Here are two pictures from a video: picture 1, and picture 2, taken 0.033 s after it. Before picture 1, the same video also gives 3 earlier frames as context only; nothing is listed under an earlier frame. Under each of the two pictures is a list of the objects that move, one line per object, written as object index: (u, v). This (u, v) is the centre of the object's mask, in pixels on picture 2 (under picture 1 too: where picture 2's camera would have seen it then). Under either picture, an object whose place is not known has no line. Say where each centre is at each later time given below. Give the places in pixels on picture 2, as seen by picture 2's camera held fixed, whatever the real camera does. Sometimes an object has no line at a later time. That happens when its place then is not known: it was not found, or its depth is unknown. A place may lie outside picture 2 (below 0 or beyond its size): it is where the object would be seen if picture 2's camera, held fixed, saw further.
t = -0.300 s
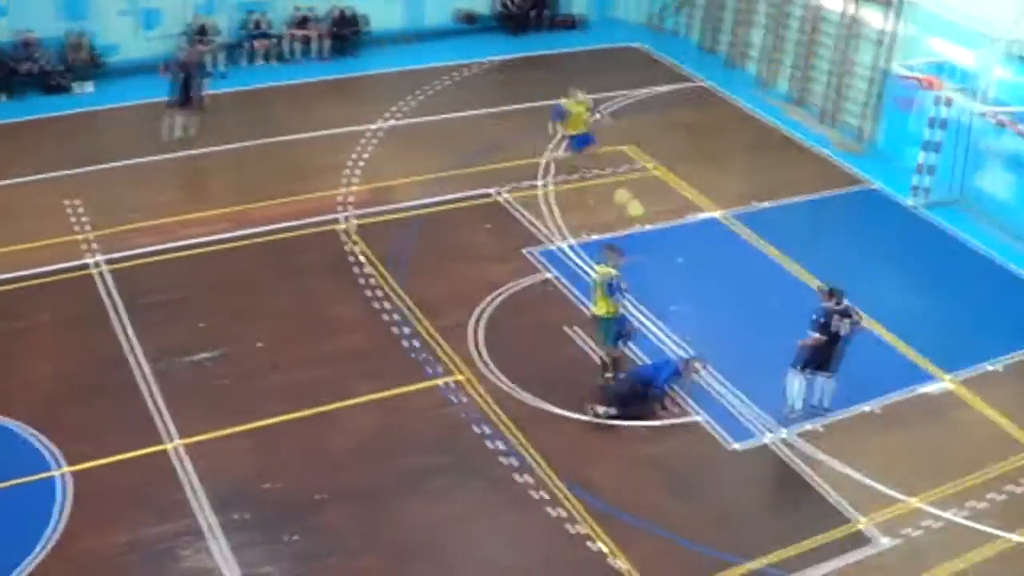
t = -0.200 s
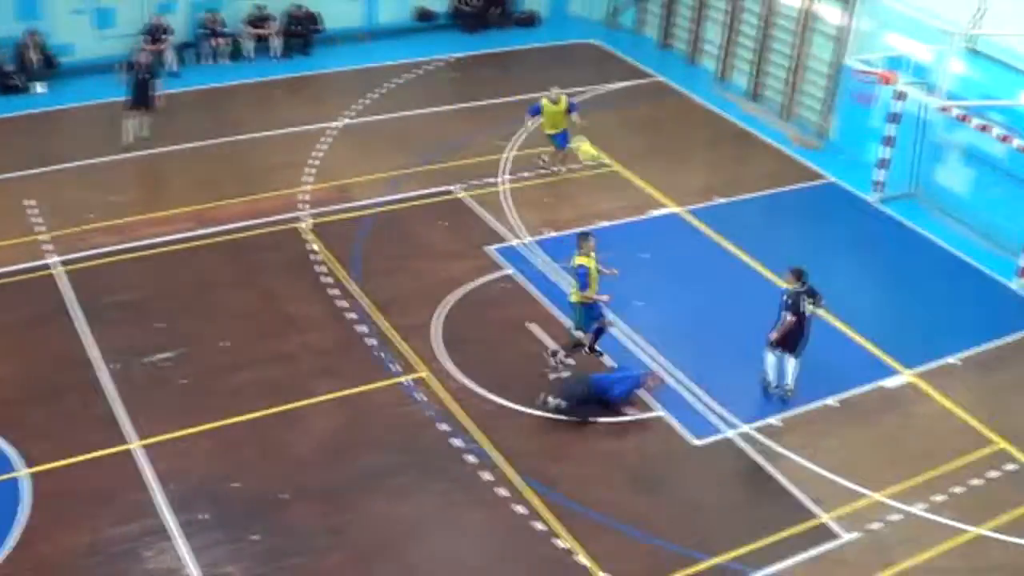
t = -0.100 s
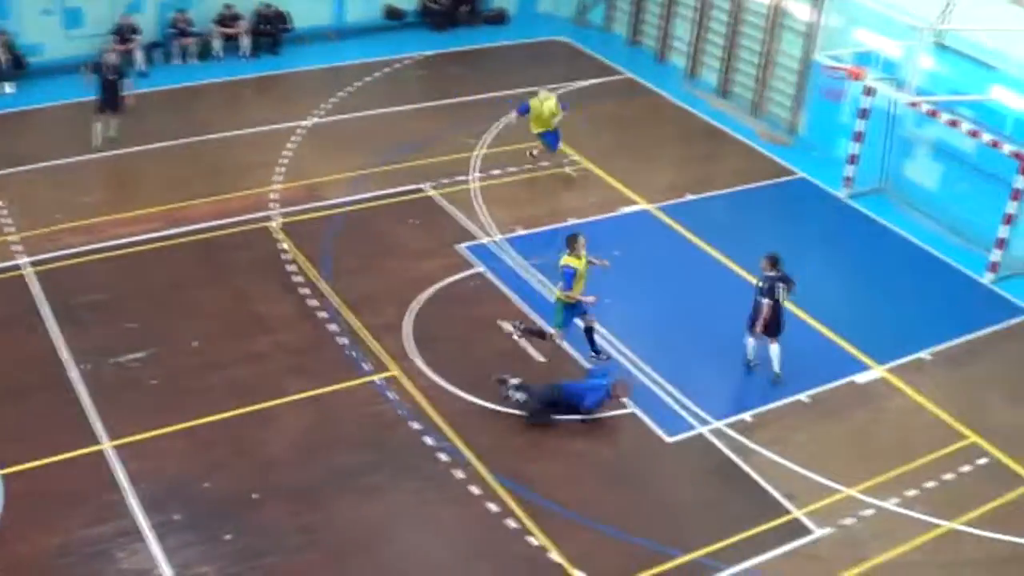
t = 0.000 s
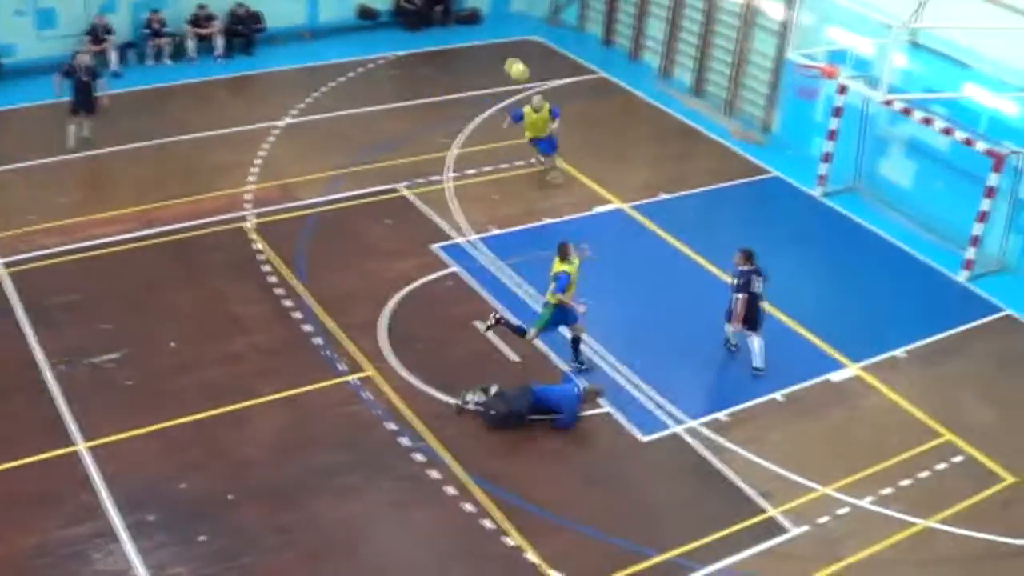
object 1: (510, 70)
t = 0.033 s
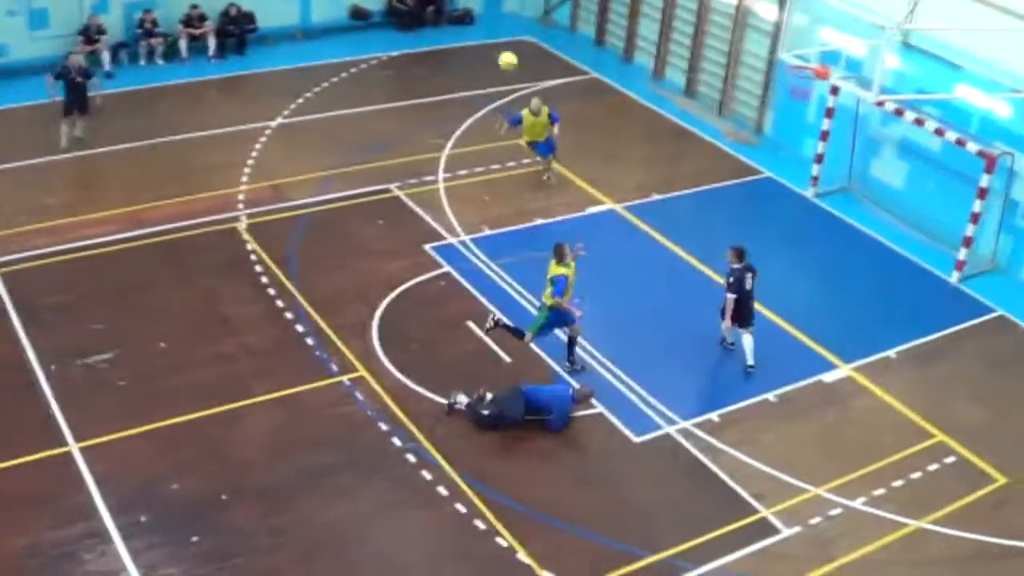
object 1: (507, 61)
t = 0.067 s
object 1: (503, 52)
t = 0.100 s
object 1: (499, 44)
